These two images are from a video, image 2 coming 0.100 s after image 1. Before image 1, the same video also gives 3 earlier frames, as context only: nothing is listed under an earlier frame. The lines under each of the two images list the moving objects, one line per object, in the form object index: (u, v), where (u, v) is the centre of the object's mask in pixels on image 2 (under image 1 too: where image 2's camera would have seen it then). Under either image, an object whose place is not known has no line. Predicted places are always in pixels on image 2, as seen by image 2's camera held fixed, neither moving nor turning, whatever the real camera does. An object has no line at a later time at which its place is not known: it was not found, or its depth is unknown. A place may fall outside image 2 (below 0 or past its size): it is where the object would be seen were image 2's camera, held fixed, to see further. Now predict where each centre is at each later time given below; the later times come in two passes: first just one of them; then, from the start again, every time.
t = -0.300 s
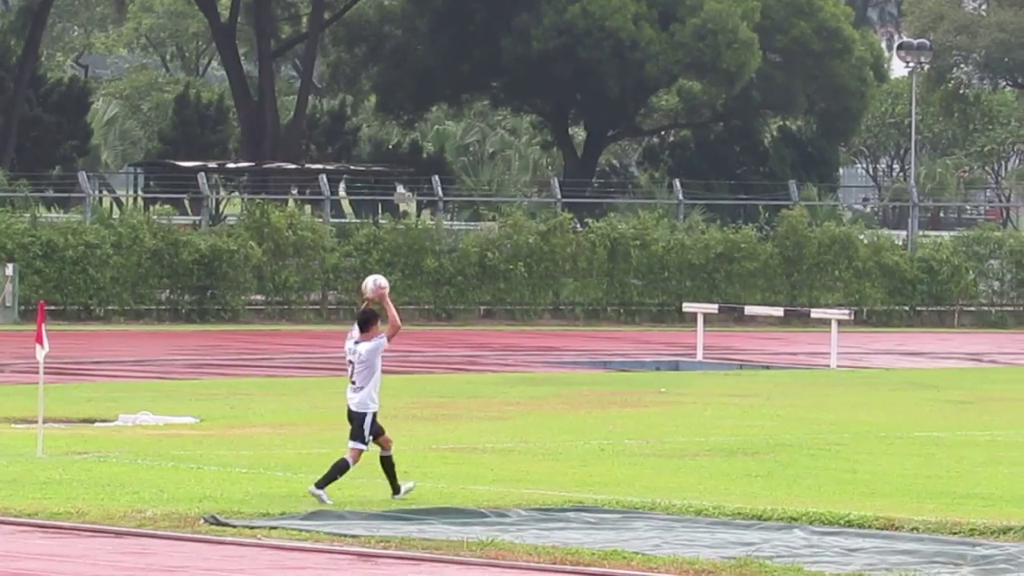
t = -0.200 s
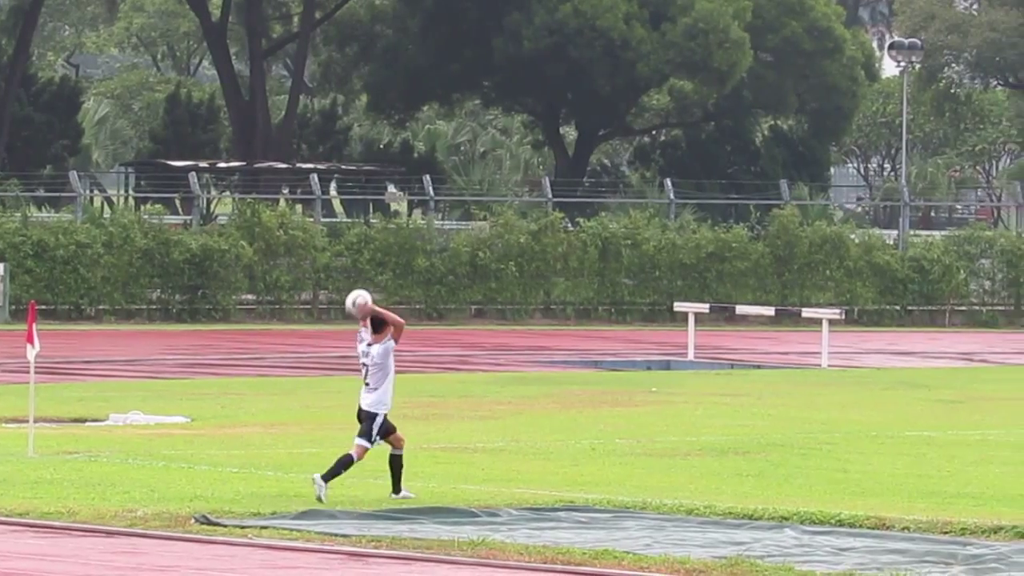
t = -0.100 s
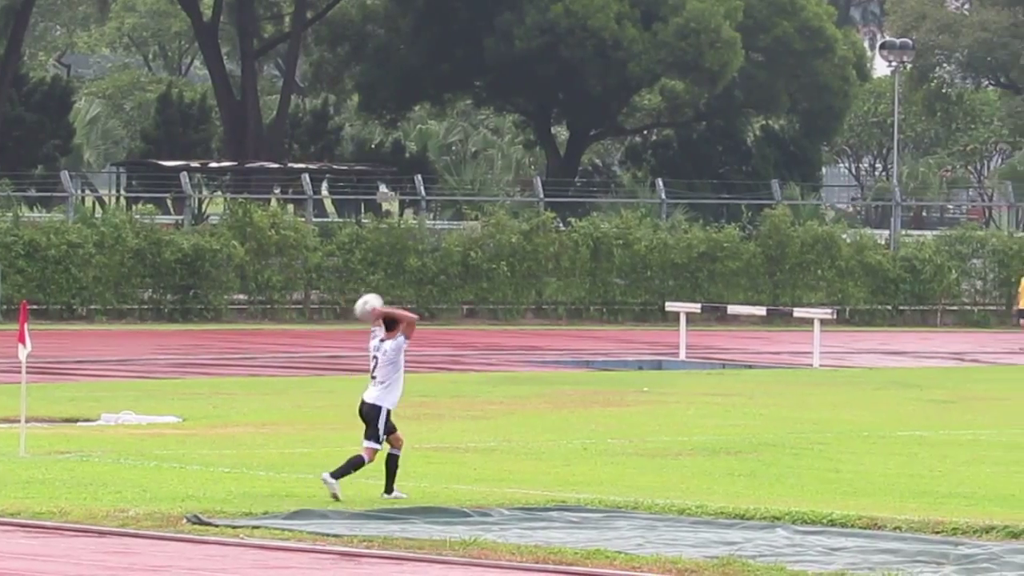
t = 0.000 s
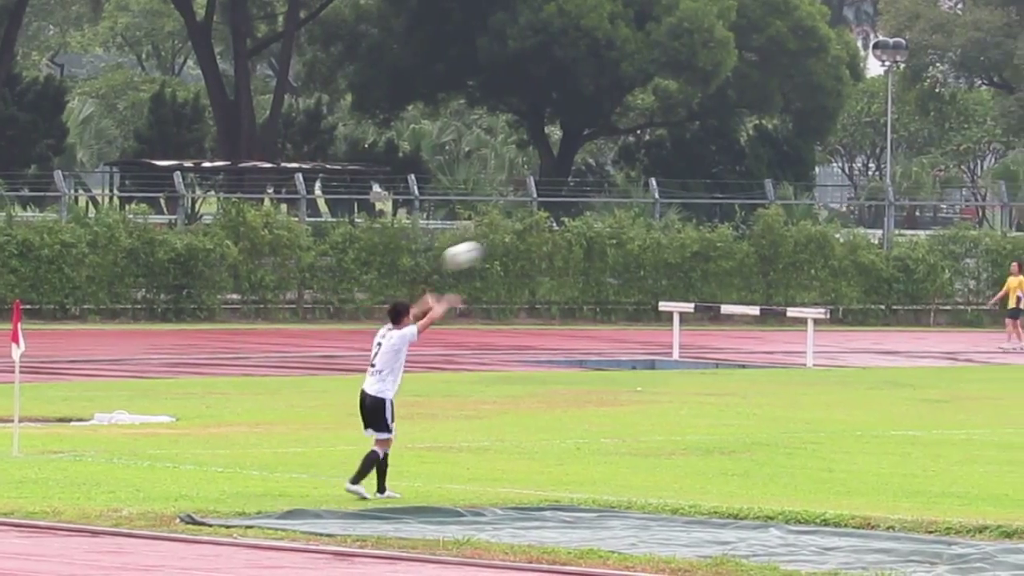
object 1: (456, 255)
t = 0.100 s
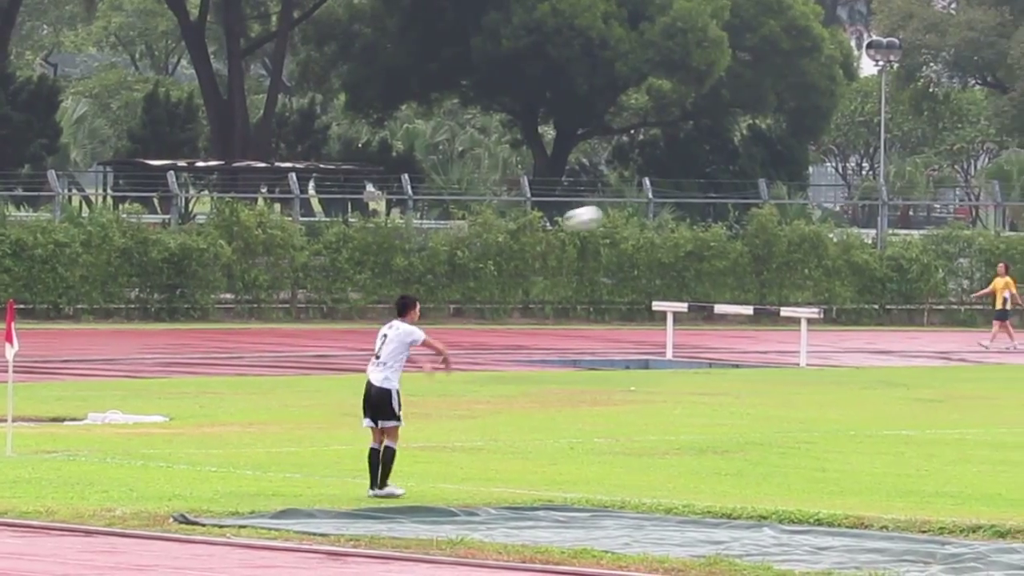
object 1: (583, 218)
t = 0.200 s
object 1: (705, 195)
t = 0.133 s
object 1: (626, 208)
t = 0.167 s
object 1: (665, 201)
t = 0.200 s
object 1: (705, 195)
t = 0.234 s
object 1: (747, 192)
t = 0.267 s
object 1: (785, 188)
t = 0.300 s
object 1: (824, 188)
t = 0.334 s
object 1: (861, 187)
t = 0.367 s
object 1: (899, 189)
